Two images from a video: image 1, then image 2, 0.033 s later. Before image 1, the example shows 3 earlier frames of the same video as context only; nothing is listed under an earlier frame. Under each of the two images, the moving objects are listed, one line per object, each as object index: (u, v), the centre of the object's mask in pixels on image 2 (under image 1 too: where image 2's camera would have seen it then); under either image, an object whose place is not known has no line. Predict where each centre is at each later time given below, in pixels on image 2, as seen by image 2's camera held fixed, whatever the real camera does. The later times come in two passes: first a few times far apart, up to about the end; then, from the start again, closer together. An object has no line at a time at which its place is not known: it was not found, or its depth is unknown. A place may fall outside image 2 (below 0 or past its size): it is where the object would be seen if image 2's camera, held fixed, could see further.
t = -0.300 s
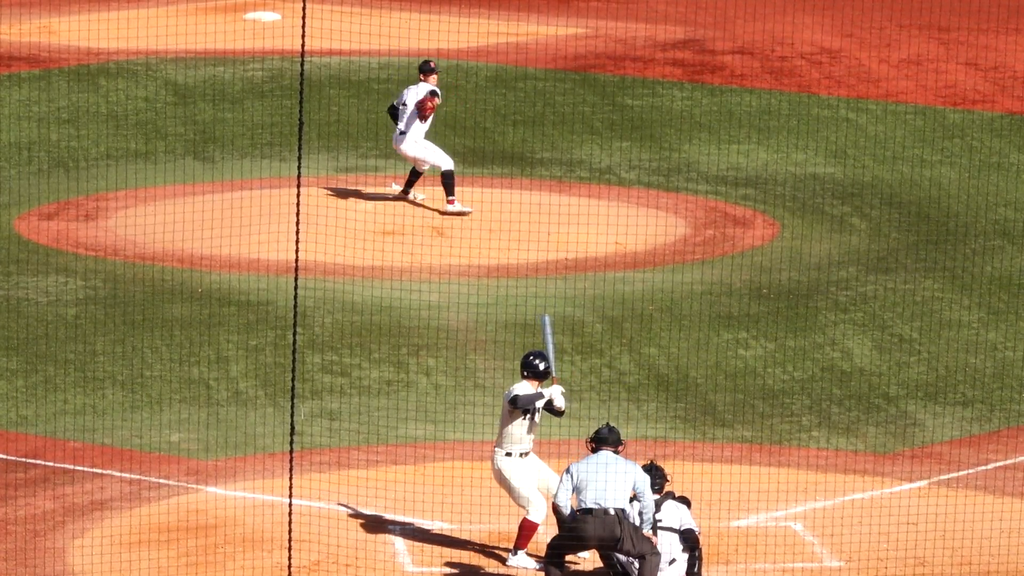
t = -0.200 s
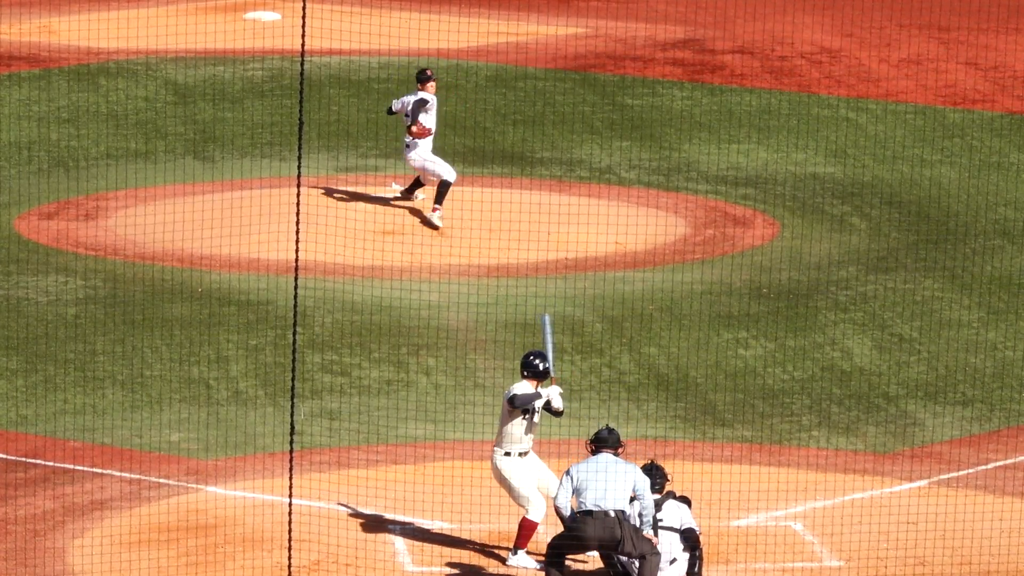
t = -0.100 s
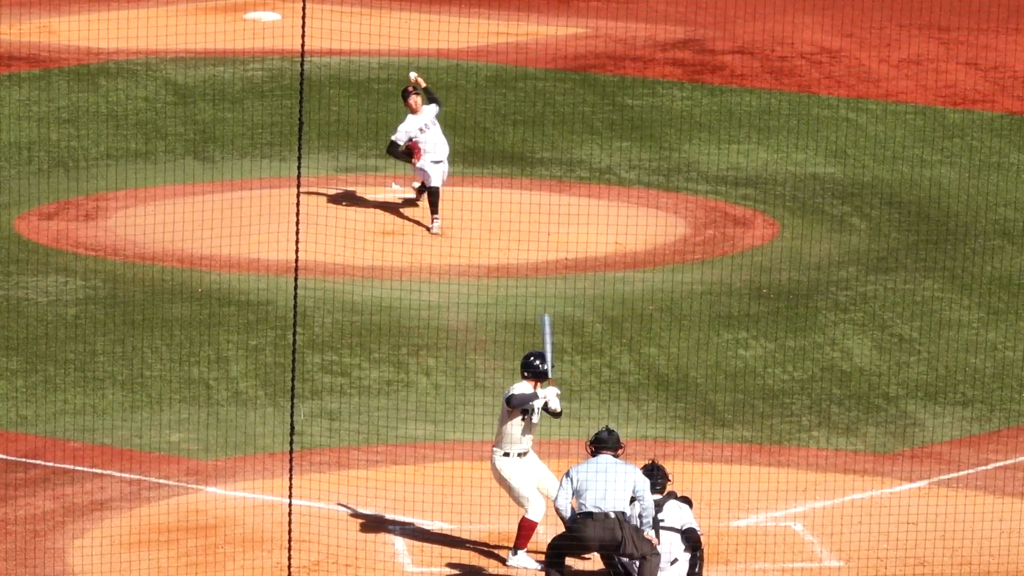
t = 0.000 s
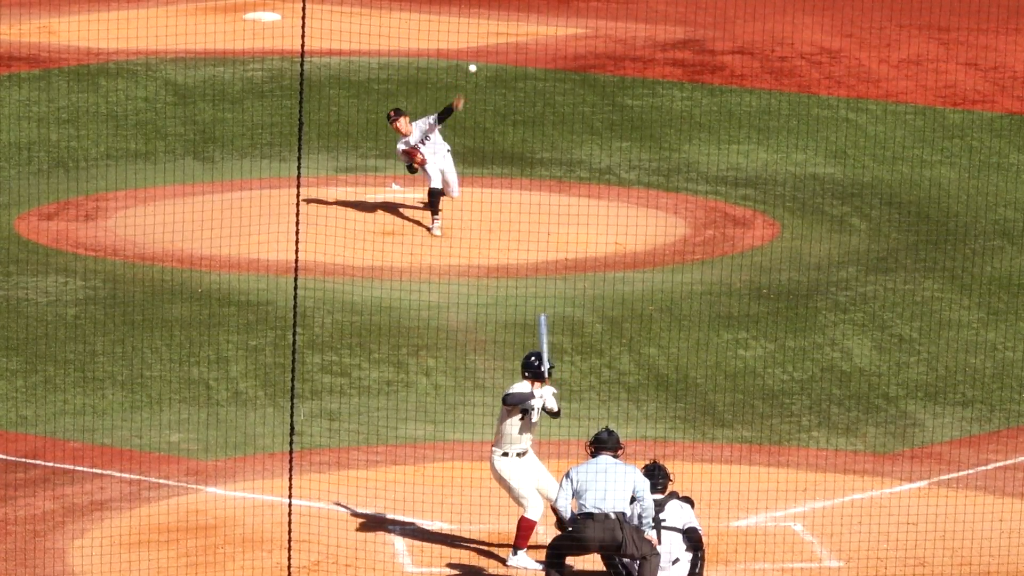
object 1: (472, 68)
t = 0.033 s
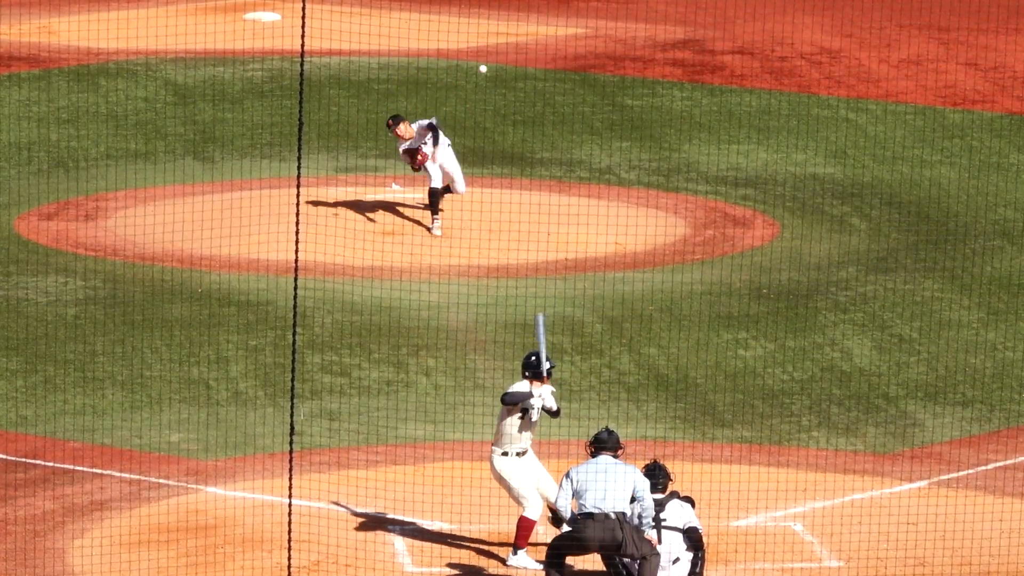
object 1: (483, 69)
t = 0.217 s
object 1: (547, 93)
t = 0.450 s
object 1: (646, 182)
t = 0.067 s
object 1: (493, 71)
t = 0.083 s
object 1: (499, 72)
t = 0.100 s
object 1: (505, 73)
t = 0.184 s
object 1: (534, 86)
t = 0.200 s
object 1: (541, 89)
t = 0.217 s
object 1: (547, 93)
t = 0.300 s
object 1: (580, 116)
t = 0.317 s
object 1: (588, 122)
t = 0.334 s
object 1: (595, 128)
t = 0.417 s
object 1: (630, 165)
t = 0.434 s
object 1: (638, 173)
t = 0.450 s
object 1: (646, 182)
